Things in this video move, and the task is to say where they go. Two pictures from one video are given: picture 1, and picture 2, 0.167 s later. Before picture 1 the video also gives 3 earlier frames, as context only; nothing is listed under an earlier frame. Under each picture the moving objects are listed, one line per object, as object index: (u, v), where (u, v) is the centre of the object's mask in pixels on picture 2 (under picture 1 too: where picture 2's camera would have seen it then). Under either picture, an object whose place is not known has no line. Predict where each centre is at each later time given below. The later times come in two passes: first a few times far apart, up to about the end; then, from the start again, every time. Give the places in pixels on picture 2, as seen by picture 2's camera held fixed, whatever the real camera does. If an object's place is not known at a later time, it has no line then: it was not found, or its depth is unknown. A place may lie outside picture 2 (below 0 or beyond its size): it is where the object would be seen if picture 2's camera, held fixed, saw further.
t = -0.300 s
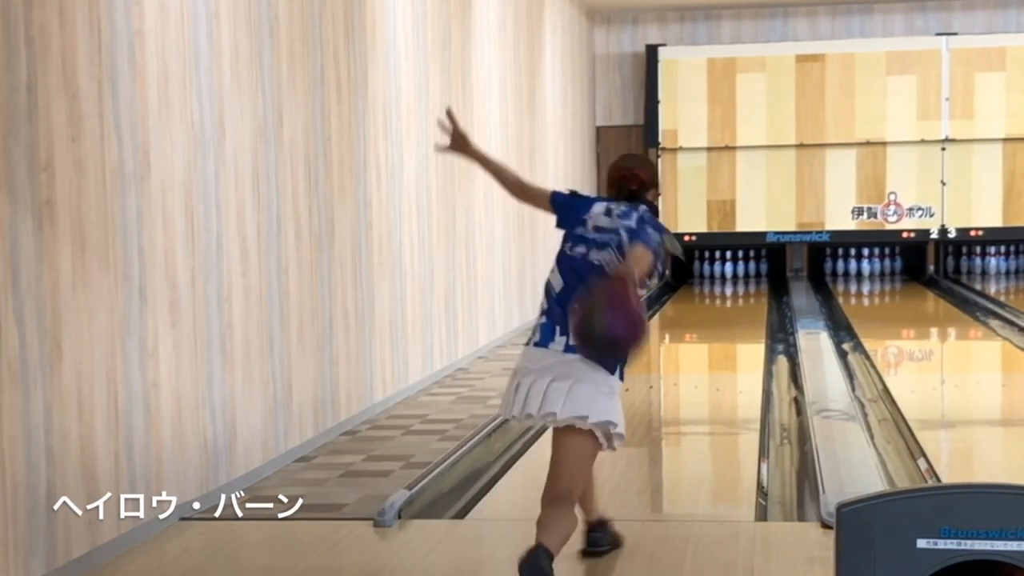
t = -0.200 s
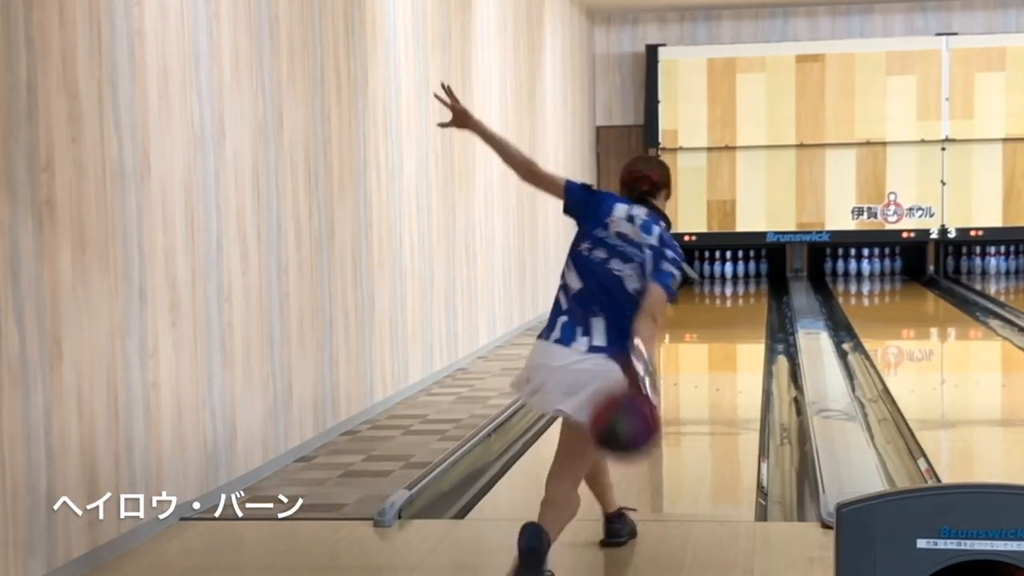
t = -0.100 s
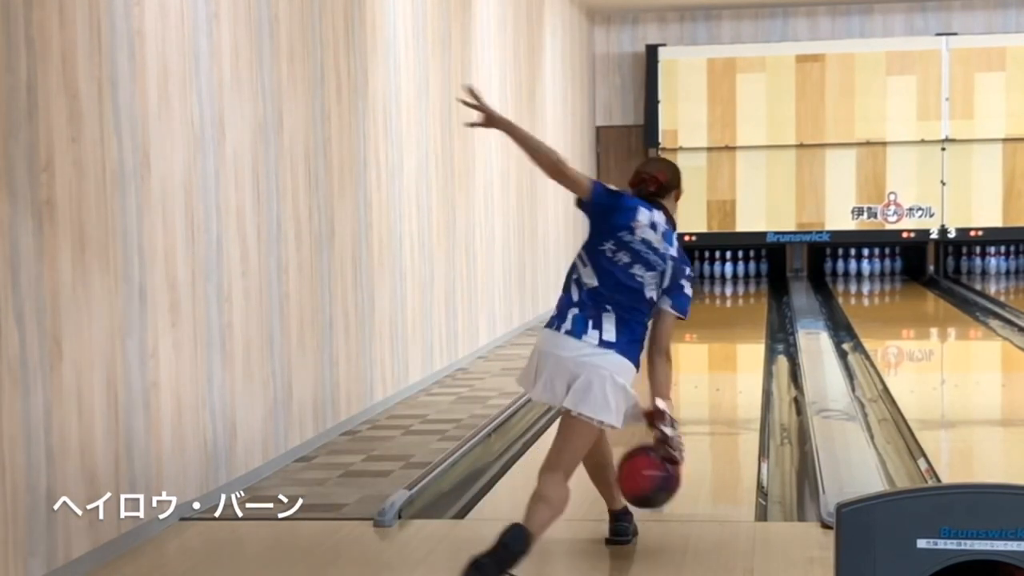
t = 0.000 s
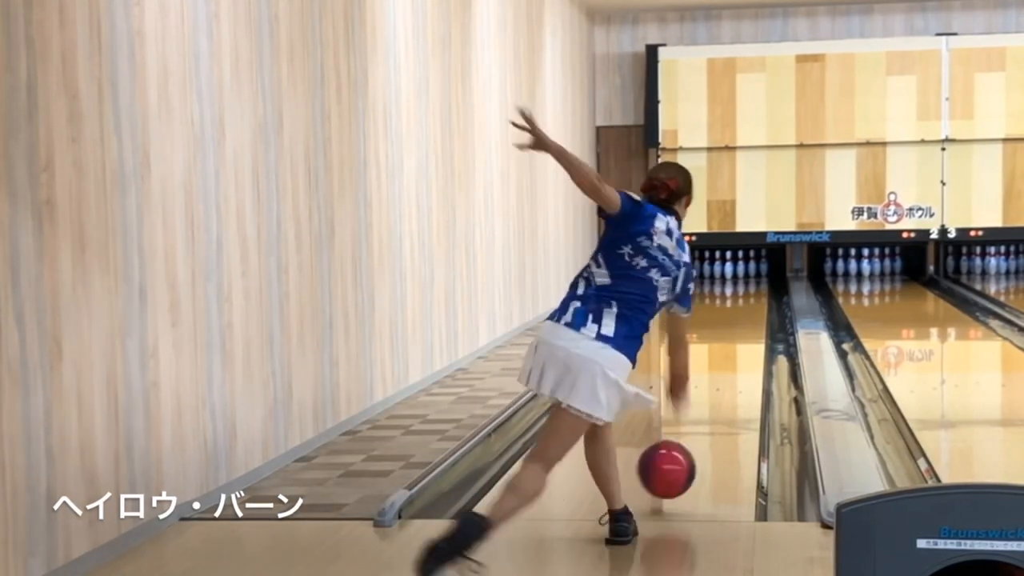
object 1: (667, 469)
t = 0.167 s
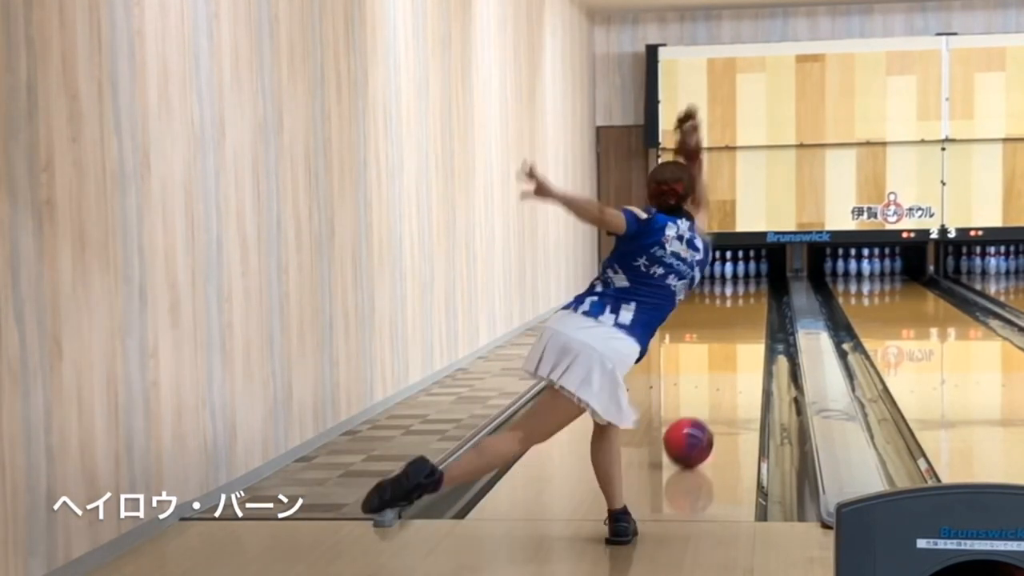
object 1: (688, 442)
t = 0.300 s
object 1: (701, 416)
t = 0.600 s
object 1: (722, 374)
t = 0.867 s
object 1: (734, 347)
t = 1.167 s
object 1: (744, 326)
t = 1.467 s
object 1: (751, 310)
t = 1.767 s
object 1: (755, 297)
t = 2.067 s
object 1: (756, 287)
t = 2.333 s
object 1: (752, 282)
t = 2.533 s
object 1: (746, 278)
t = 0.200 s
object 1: (691, 435)
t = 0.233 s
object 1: (695, 428)
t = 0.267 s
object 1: (698, 422)
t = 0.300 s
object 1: (701, 416)
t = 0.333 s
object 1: (704, 411)
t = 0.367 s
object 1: (706, 406)
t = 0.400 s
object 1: (709, 400)
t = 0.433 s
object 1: (711, 395)
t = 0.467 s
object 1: (714, 390)
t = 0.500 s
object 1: (716, 386)
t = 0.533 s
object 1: (718, 382)
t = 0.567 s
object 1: (720, 378)
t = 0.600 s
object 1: (722, 374)
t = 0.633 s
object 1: (724, 370)
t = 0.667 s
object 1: (726, 366)
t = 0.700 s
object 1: (727, 363)
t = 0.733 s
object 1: (729, 360)
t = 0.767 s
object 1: (730, 356)
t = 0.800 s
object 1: (732, 353)
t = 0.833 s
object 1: (733, 350)
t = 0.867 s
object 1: (734, 347)
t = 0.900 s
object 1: (736, 345)
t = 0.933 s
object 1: (737, 342)
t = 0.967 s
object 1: (738, 340)
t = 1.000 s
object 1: (740, 337)
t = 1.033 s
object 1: (741, 334)
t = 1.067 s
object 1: (742, 332)
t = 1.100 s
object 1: (743, 330)
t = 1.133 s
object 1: (743, 328)
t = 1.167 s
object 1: (744, 326)
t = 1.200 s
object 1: (746, 324)
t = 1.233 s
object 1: (746, 321)
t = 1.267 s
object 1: (747, 320)
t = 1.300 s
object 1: (748, 319)
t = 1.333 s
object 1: (749, 316)
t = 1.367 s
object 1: (750, 314)
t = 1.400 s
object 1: (750, 313)
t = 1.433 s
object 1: (750, 311)
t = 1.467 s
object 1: (751, 310)
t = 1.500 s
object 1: (752, 308)
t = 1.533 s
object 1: (752, 306)
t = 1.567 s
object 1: (753, 305)
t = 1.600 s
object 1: (753, 304)
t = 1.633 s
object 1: (754, 303)
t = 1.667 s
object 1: (754, 301)
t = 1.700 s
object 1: (754, 299)
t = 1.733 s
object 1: (754, 299)
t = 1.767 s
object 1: (755, 297)
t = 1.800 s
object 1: (755, 296)
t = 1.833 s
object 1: (755, 294)
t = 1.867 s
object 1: (756, 293)
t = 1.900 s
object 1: (756, 292)
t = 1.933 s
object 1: (757, 291)
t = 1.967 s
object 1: (757, 290)
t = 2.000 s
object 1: (756, 289)
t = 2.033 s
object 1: (756, 289)
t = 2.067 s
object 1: (756, 287)
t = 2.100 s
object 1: (756, 286)
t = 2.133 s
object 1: (755, 286)
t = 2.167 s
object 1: (756, 285)
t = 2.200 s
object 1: (755, 285)
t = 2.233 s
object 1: (754, 283)
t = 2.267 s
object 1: (753, 283)
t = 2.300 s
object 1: (752, 282)
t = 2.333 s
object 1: (752, 282)
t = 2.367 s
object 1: (751, 281)
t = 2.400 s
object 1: (749, 280)
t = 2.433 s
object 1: (748, 280)
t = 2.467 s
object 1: (748, 278)
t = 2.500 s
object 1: (747, 278)
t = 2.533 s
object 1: (746, 278)
